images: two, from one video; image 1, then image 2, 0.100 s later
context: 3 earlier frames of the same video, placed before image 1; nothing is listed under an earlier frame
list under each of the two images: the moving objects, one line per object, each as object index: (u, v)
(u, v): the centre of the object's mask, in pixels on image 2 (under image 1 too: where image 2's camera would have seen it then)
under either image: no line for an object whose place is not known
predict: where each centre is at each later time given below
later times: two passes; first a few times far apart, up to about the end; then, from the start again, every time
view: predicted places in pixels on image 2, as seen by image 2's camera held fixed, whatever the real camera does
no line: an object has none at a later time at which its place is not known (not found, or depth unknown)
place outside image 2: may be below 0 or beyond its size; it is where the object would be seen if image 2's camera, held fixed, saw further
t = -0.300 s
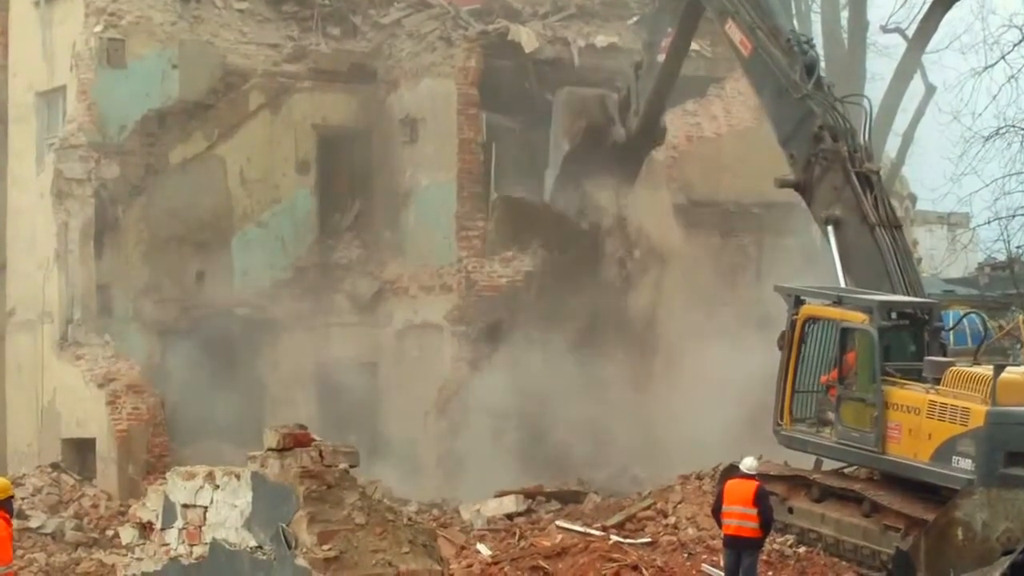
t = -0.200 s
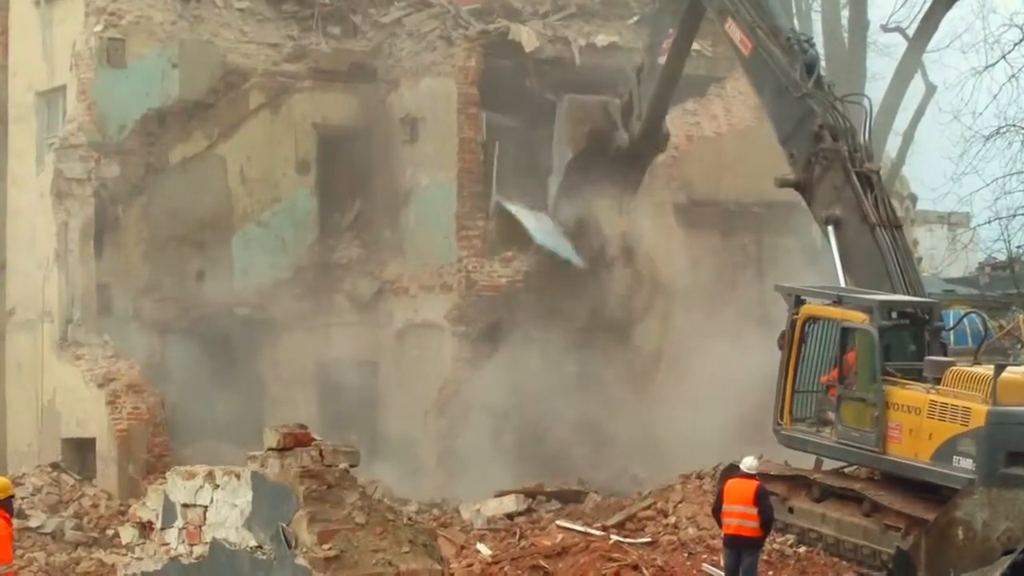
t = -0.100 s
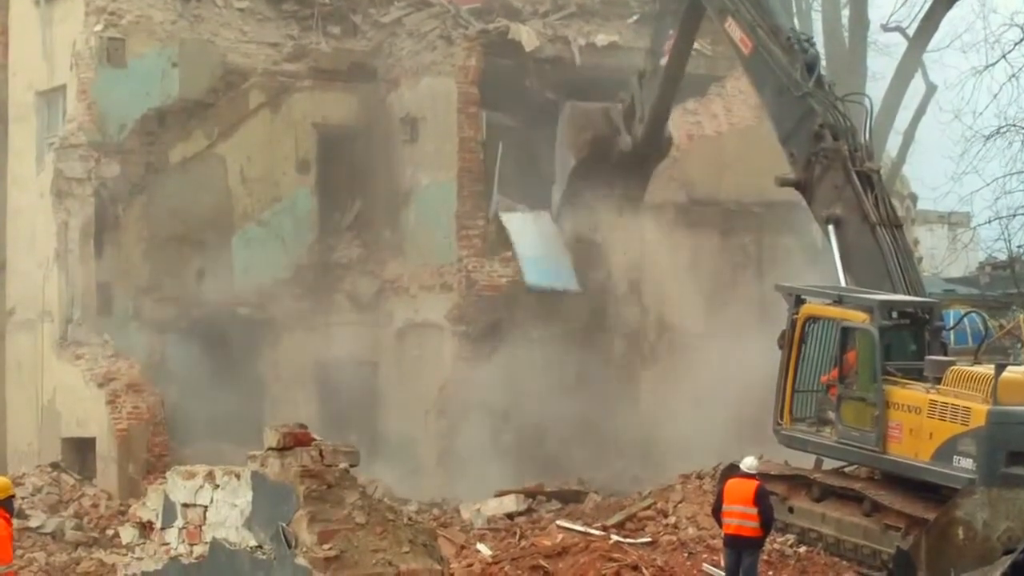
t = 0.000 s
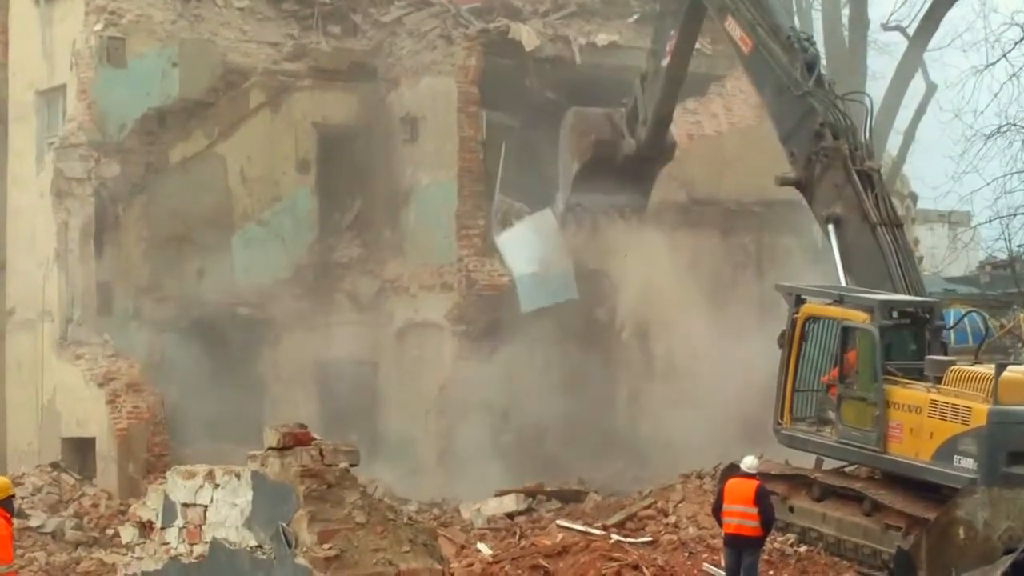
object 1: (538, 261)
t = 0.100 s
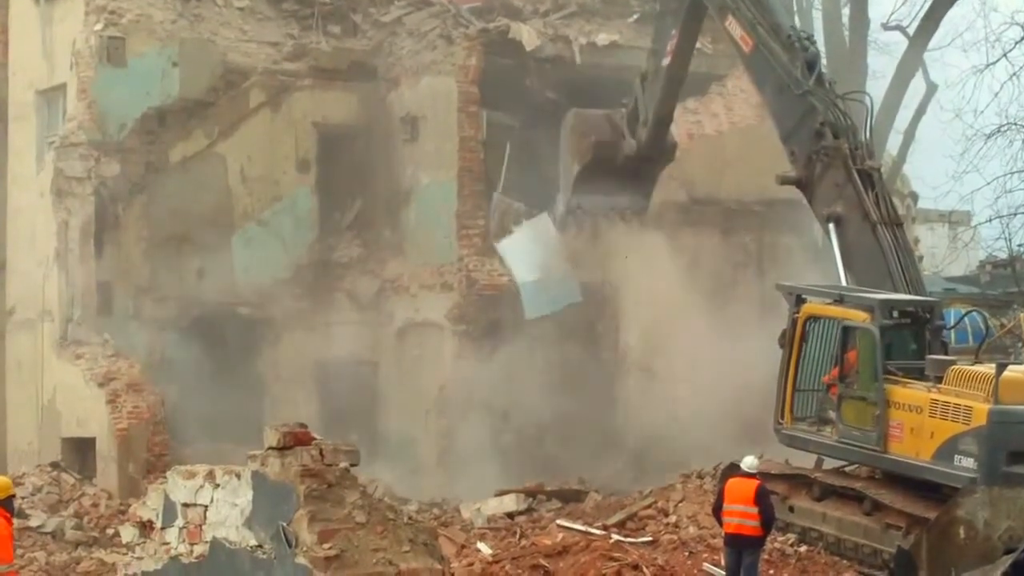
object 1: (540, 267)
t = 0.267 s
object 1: (543, 284)
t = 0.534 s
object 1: (547, 339)
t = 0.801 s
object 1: (550, 424)
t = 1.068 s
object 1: (547, 445)
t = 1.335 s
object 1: (537, 449)
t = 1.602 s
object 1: (535, 449)
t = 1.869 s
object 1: (537, 449)
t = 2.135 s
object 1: (538, 449)
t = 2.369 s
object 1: (536, 450)
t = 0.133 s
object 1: (540, 270)
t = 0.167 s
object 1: (541, 273)
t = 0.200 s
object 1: (541, 275)
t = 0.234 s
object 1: (542, 279)
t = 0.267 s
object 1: (543, 284)
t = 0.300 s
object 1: (544, 288)
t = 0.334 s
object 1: (544, 293)
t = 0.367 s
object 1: (544, 299)
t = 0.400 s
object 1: (544, 305)
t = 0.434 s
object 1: (545, 313)
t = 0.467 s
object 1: (546, 321)
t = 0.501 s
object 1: (547, 330)
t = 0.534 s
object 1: (547, 339)
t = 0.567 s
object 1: (547, 349)
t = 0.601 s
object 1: (548, 360)
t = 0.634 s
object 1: (550, 371)
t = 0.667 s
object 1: (550, 383)
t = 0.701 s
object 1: (552, 395)
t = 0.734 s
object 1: (550, 406)
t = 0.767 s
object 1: (550, 417)
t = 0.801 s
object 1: (550, 424)
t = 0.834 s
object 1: (550, 431)
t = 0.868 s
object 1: (551, 437)
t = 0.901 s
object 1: (553, 442)
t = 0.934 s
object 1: (553, 443)
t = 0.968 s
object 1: (551, 444)
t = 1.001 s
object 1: (550, 444)
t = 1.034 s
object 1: (548, 445)
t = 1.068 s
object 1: (547, 445)
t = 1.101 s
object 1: (545, 446)
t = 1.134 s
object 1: (544, 447)
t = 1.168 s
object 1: (542, 447)
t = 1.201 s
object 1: (540, 447)
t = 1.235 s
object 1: (540, 448)
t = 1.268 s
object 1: (538, 449)
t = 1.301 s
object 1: (537, 449)
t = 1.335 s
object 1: (537, 449)
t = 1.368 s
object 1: (537, 449)
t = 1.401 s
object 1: (536, 449)
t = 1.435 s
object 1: (535, 449)
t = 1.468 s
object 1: (535, 449)
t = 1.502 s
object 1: (535, 449)
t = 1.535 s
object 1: (535, 449)
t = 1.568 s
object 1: (535, 449)
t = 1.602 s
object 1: (535, 449)
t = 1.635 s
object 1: (535, 449)
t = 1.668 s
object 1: (535, 449)
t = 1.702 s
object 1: (536, 449)
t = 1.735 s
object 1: (535, 448)
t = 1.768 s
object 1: (536, 449)
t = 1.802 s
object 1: (537, 449)
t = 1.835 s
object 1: (536, 449)
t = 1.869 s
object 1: (537, 449)
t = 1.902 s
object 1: (537, 449)
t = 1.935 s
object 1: (538, 449)
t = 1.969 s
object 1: (537, 449)
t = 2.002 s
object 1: (537, 449)
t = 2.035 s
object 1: (538, 449)
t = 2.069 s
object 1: (538, 450)
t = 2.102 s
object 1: (538, 450)
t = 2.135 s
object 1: (538, 449)
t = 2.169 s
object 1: (538, 450)
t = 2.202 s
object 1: (538, 450)
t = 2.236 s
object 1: (539, 451)
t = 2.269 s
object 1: (538, 450)
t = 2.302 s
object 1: (538, 451)
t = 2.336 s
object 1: (538, 451)
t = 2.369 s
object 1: (536, 450)
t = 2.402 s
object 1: (539, 451)
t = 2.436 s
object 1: (535, 451)
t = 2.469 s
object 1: (537, 452)
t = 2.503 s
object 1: (536, 453)
